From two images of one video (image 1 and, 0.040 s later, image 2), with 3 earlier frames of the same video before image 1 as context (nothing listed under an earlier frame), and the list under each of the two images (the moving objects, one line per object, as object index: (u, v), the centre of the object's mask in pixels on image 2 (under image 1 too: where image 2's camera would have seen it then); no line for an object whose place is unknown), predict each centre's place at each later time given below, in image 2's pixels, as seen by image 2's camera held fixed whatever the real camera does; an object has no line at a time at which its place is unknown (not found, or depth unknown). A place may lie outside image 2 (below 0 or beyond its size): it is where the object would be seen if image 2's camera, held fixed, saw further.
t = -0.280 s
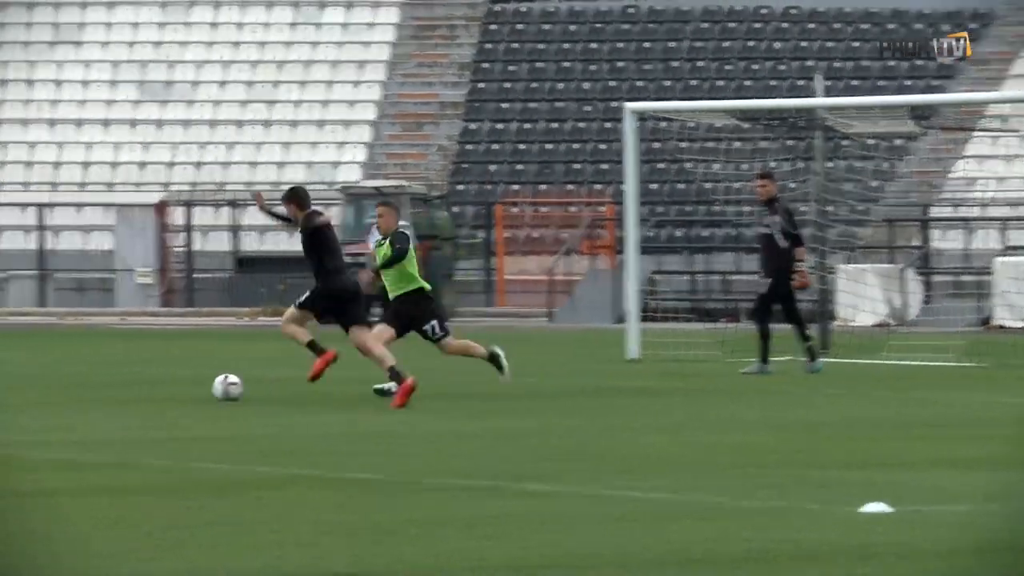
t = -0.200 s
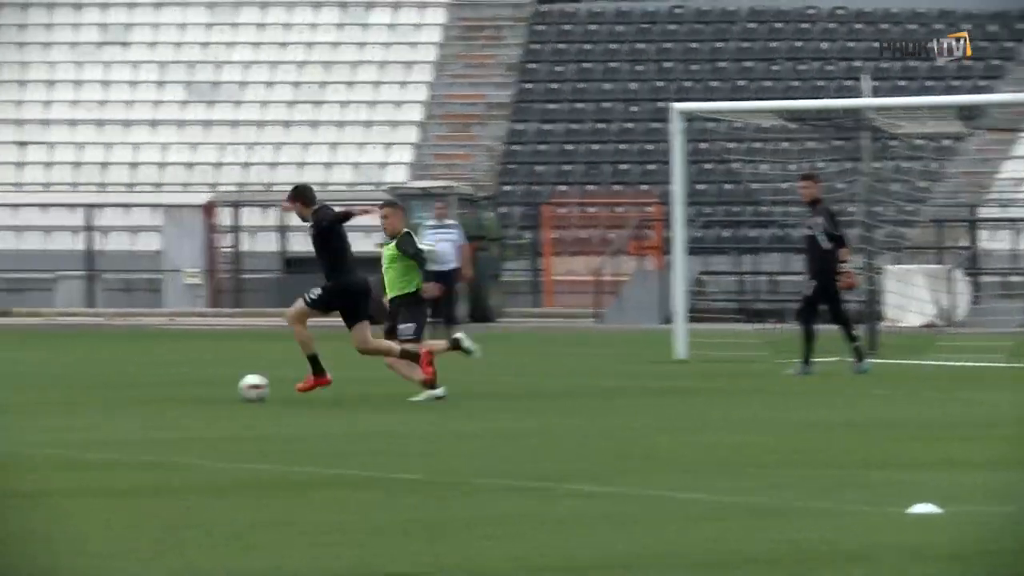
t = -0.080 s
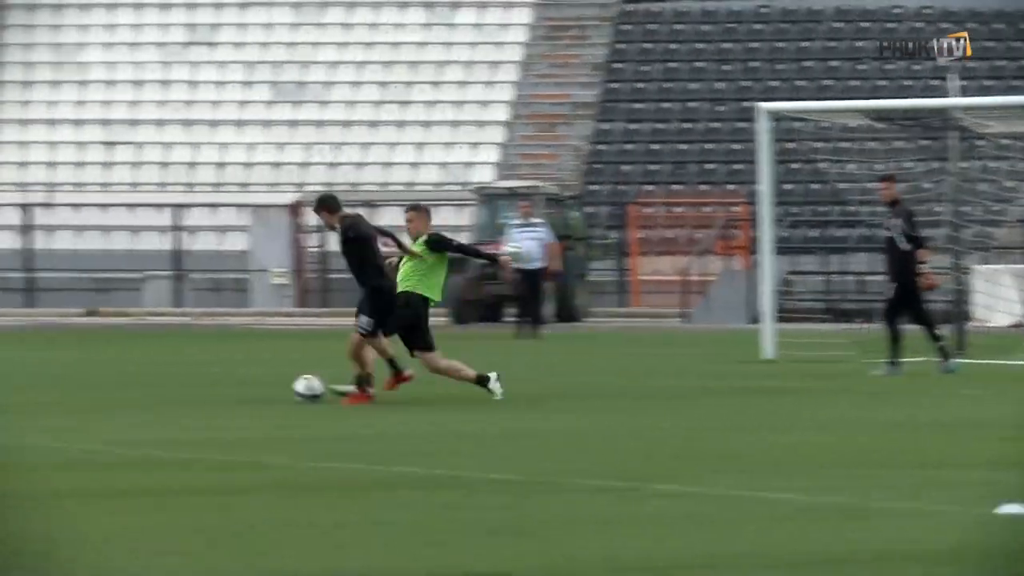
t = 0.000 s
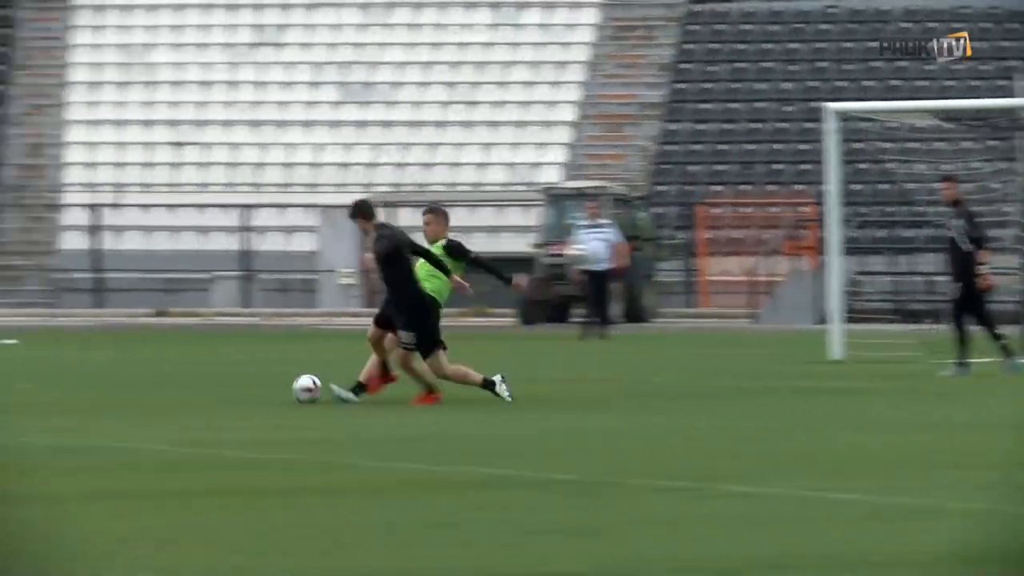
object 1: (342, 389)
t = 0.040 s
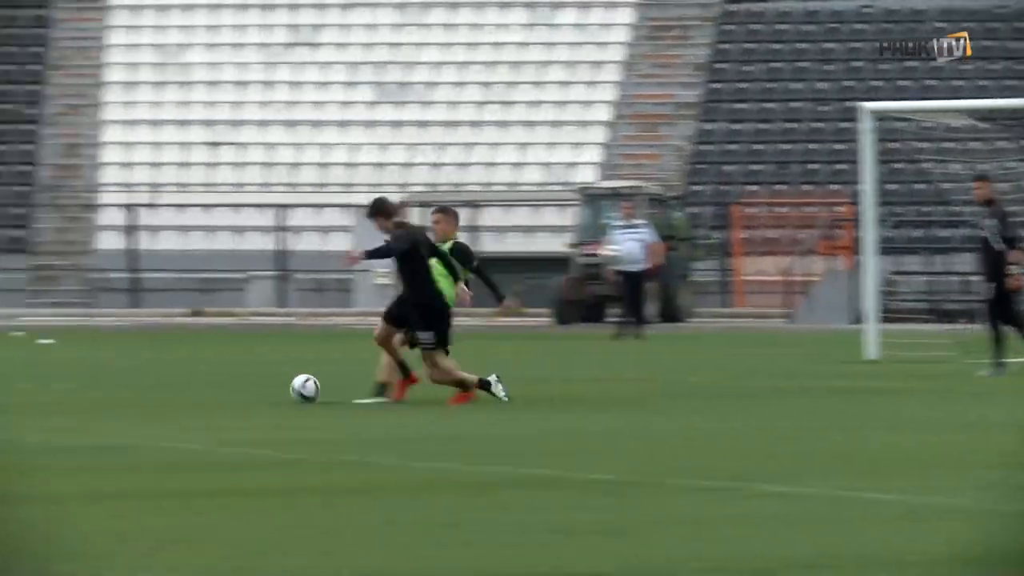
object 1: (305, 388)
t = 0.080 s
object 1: (270, 390)
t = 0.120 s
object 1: (237, 390)
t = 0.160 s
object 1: (203, 389)
